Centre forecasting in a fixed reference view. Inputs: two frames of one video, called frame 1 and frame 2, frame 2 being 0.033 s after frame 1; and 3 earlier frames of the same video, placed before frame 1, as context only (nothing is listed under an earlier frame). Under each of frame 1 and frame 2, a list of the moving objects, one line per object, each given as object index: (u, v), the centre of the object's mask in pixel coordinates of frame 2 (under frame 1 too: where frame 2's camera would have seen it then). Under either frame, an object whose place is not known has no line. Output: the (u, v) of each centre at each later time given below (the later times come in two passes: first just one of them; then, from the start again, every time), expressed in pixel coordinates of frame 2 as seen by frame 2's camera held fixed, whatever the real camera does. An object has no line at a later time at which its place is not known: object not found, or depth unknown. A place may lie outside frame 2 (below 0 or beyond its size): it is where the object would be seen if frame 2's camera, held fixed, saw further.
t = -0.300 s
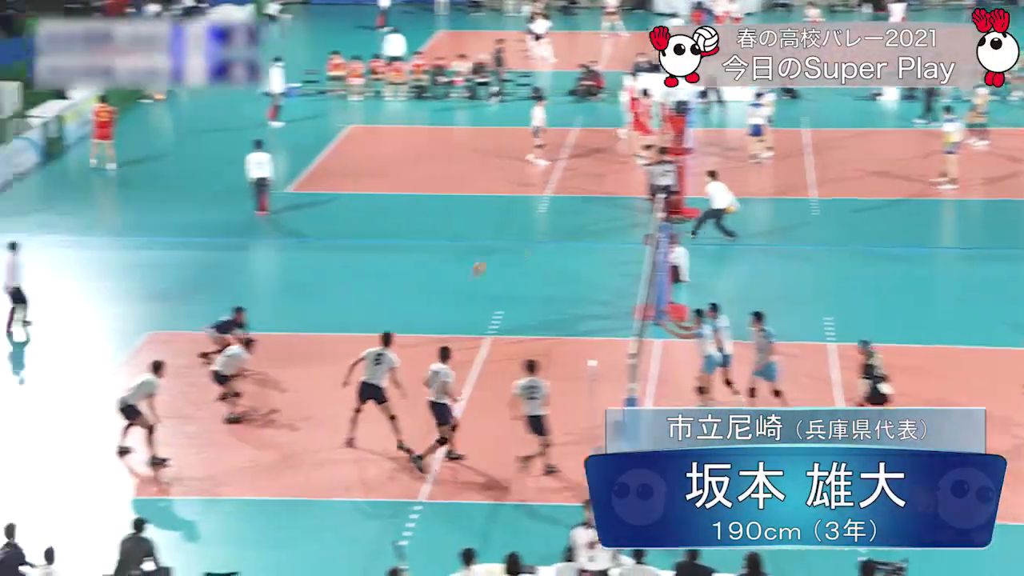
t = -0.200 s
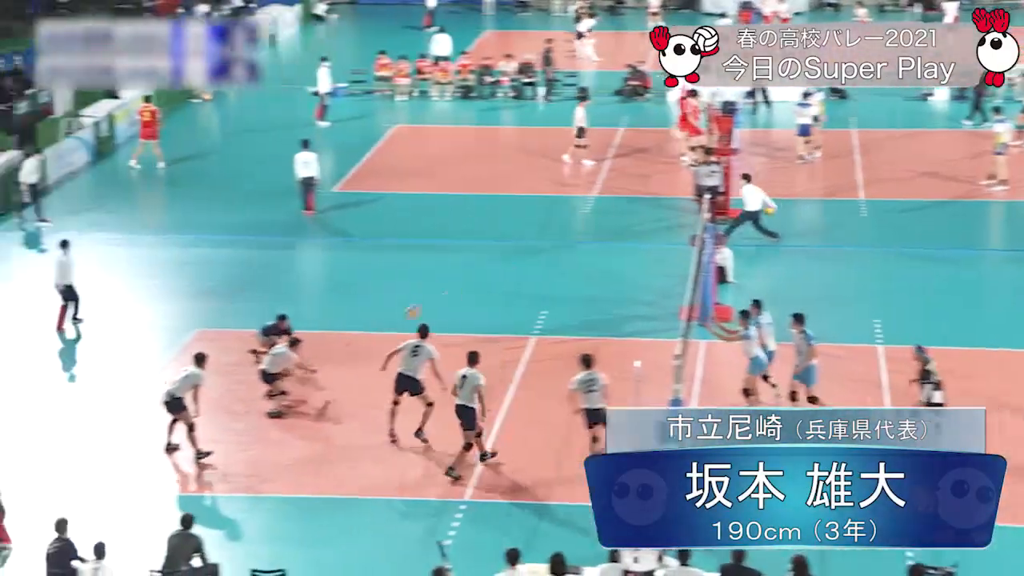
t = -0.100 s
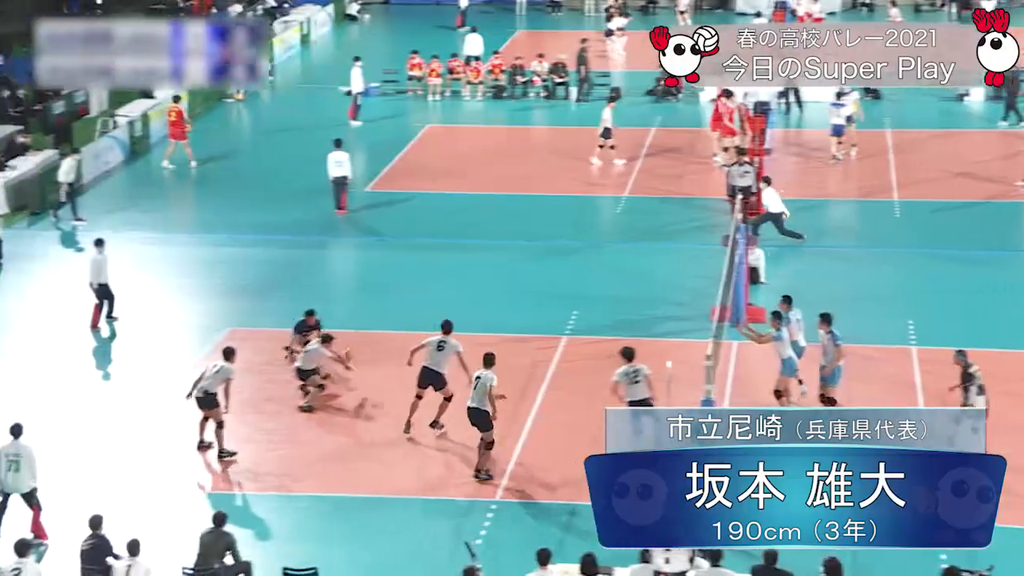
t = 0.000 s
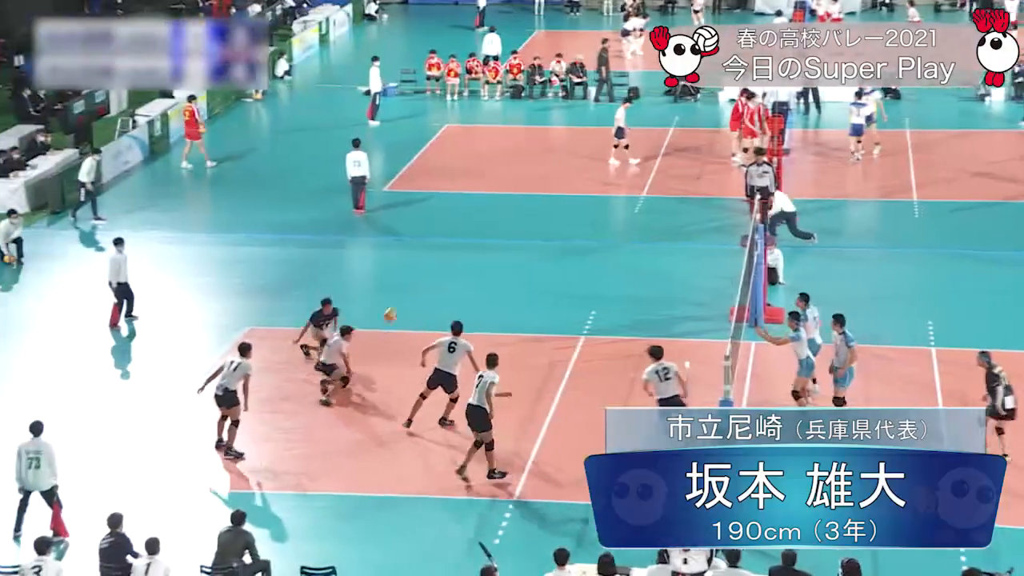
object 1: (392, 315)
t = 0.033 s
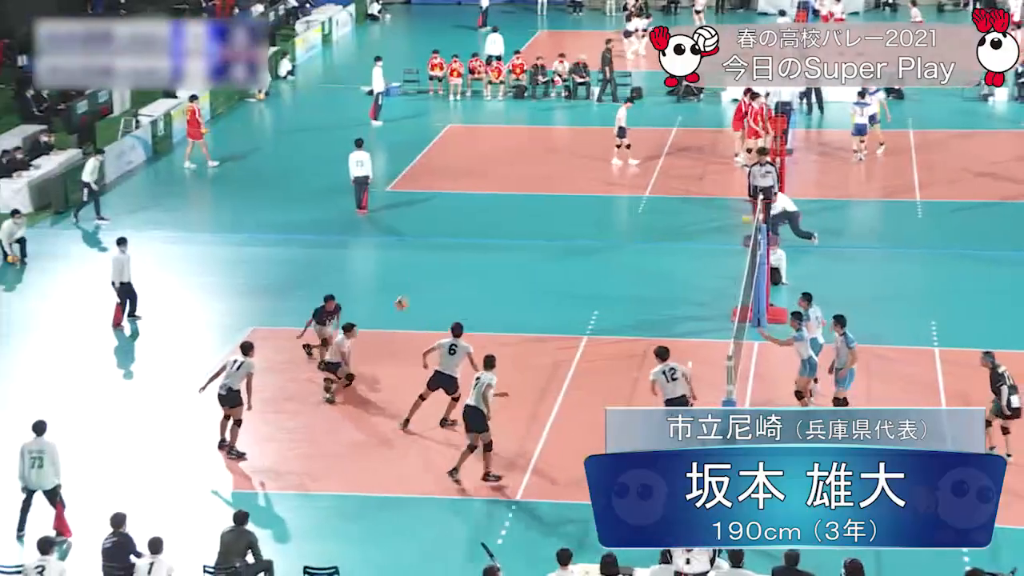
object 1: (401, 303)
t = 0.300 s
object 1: (462, 233)
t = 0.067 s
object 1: (408, 292)
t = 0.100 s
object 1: (415, 282)
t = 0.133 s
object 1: (424, 272)
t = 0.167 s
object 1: (432, 263)
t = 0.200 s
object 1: (440, 254)
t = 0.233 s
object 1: (448, 247)
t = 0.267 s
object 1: (456, 239)
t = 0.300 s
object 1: (462, 233)
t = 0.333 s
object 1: (469, 227)
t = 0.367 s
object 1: (477, 222)
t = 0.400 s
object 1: (485, 217)
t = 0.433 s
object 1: (493, 213)
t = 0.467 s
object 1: (500, 210)
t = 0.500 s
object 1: (507, 207)
